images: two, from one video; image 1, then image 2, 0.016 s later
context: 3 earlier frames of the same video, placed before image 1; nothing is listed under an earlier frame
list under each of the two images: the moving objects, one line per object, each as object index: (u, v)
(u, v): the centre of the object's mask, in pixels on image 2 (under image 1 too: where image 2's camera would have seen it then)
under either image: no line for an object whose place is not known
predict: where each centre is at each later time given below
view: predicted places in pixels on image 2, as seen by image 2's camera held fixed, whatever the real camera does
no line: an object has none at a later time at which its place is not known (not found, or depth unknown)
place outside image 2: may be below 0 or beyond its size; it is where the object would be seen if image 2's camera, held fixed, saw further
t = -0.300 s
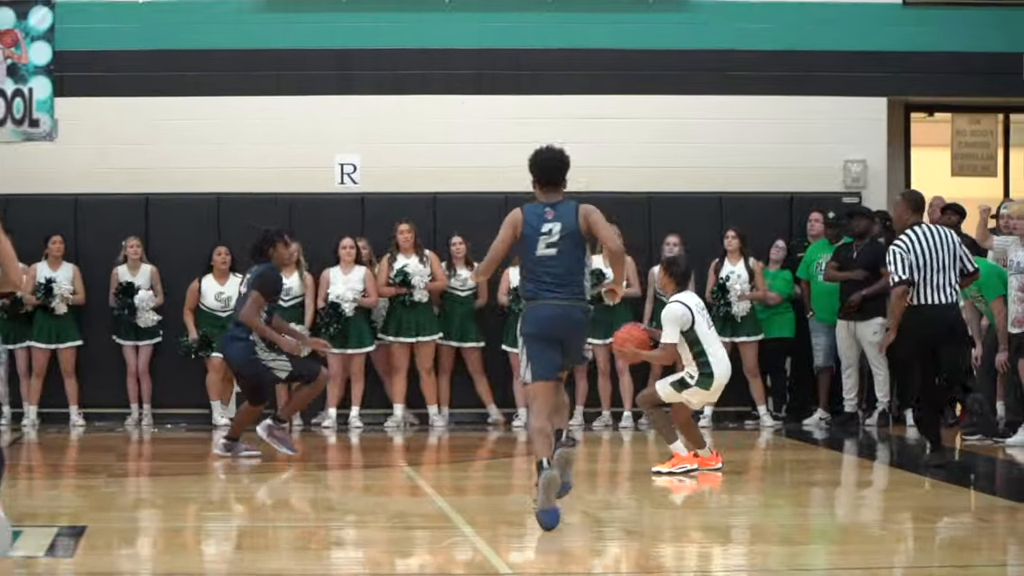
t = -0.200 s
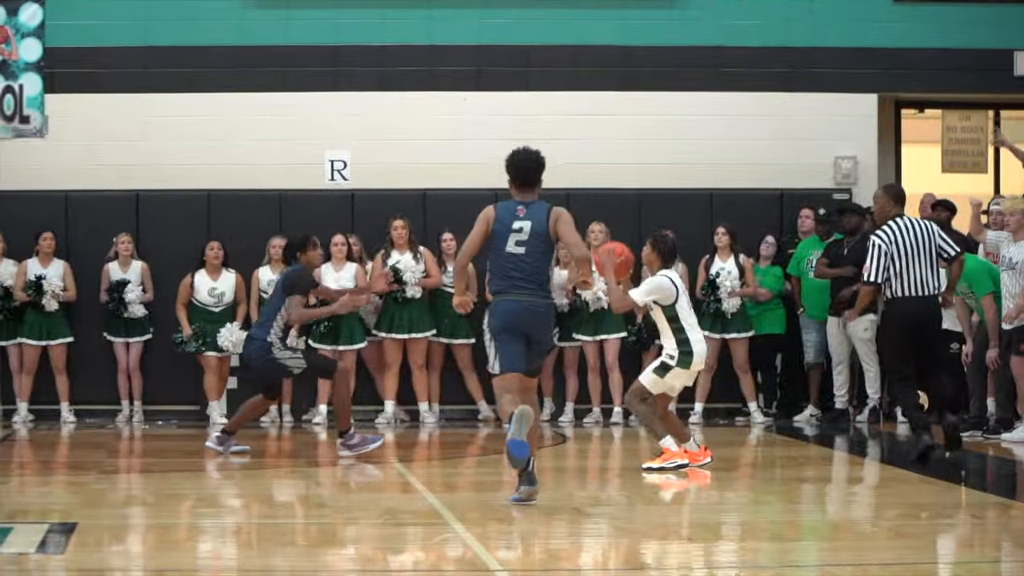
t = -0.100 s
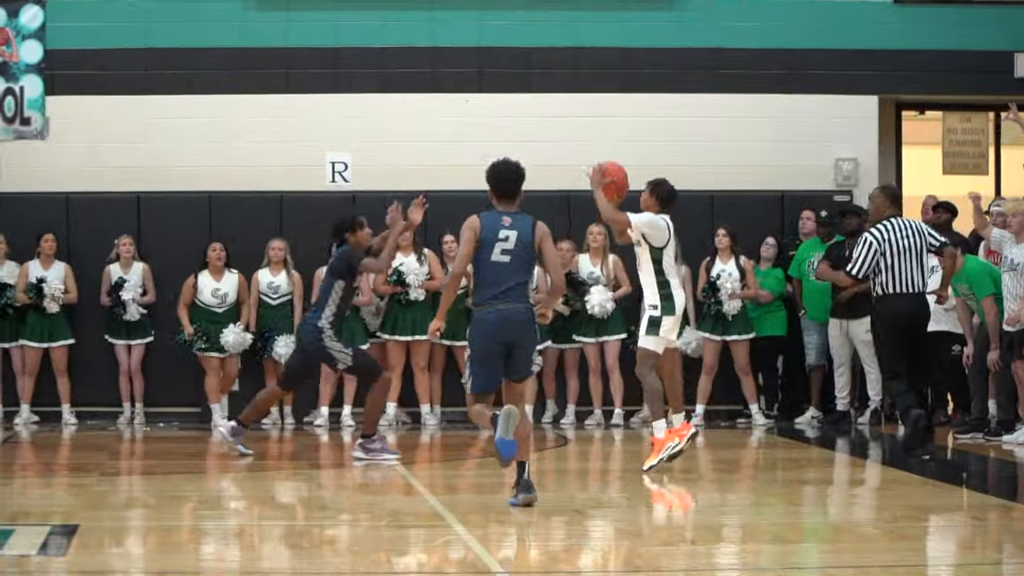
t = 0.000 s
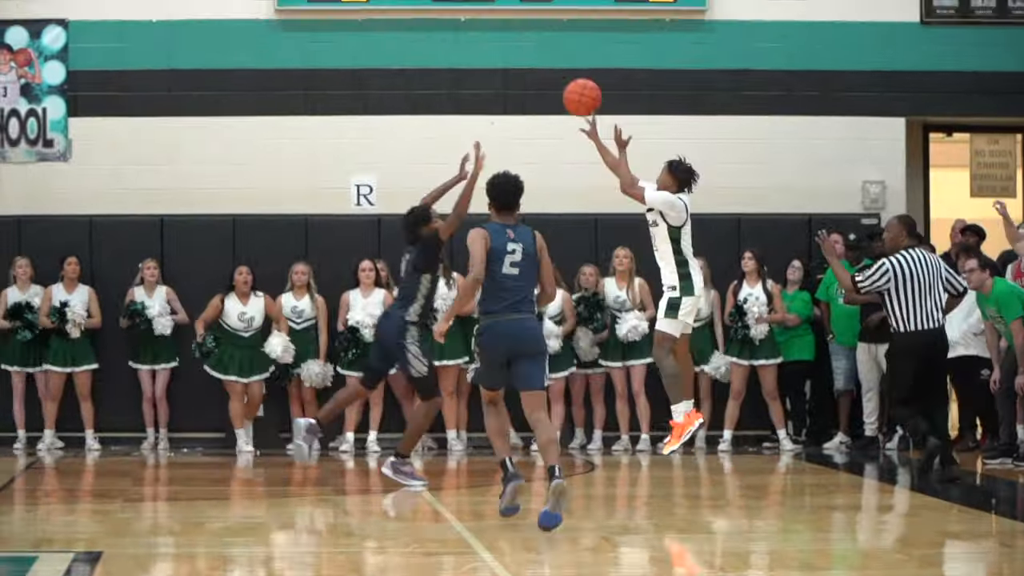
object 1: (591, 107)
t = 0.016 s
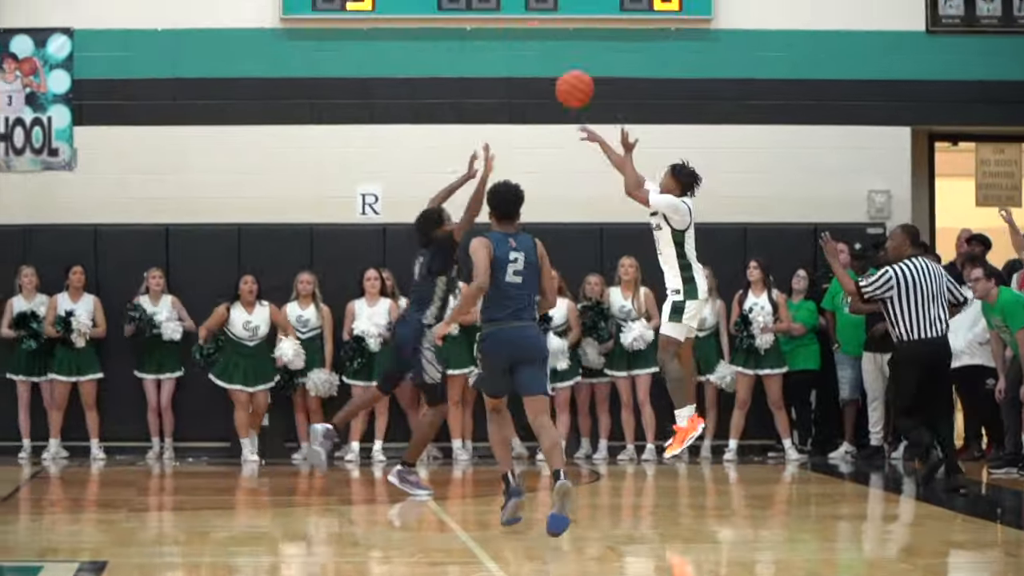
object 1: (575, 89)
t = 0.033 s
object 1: (559, 72)
